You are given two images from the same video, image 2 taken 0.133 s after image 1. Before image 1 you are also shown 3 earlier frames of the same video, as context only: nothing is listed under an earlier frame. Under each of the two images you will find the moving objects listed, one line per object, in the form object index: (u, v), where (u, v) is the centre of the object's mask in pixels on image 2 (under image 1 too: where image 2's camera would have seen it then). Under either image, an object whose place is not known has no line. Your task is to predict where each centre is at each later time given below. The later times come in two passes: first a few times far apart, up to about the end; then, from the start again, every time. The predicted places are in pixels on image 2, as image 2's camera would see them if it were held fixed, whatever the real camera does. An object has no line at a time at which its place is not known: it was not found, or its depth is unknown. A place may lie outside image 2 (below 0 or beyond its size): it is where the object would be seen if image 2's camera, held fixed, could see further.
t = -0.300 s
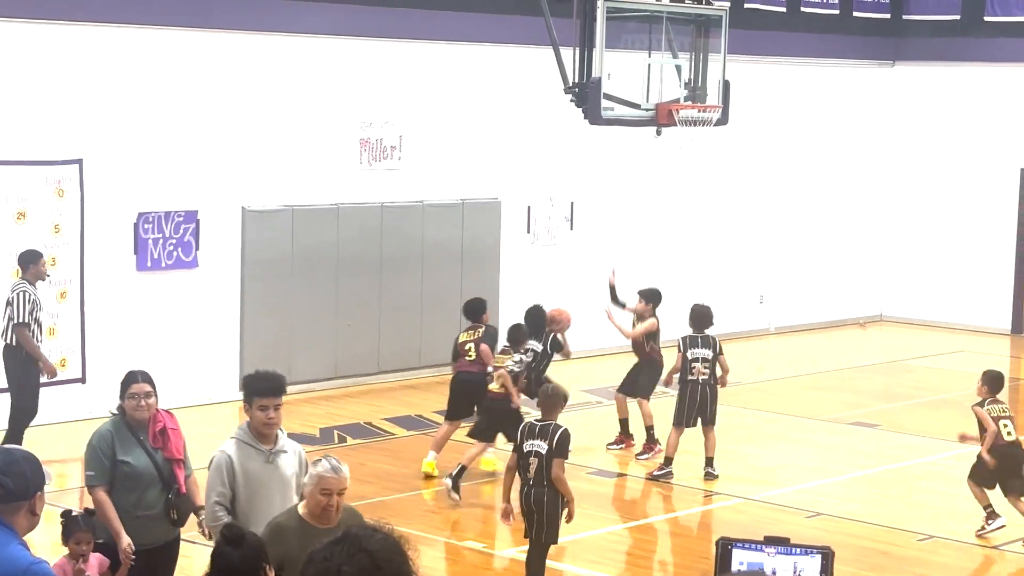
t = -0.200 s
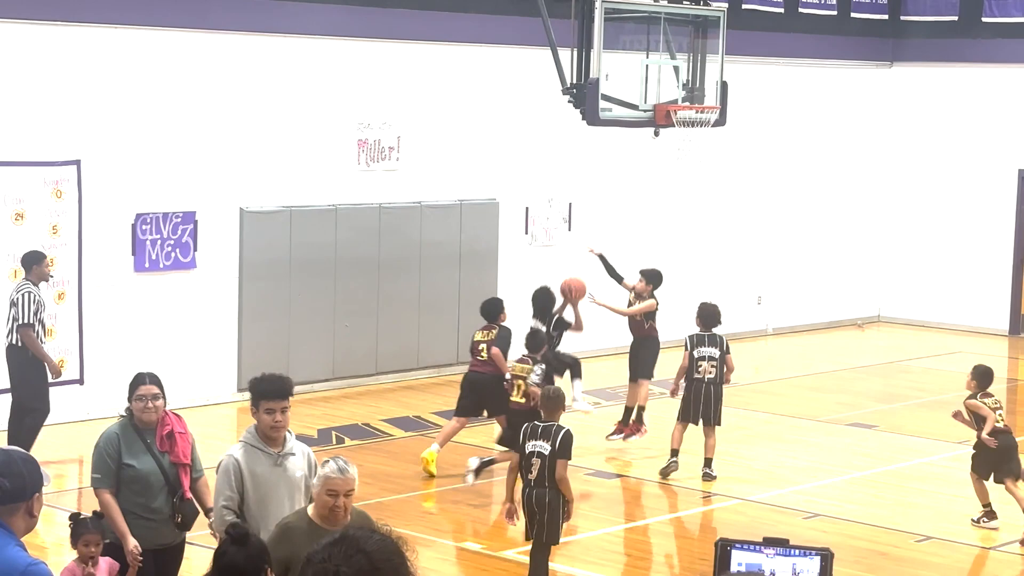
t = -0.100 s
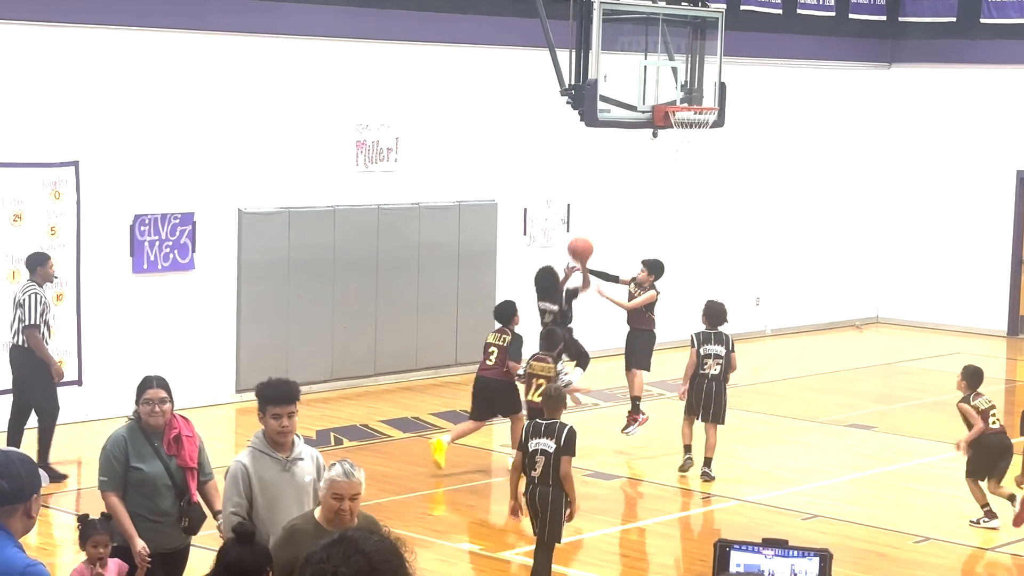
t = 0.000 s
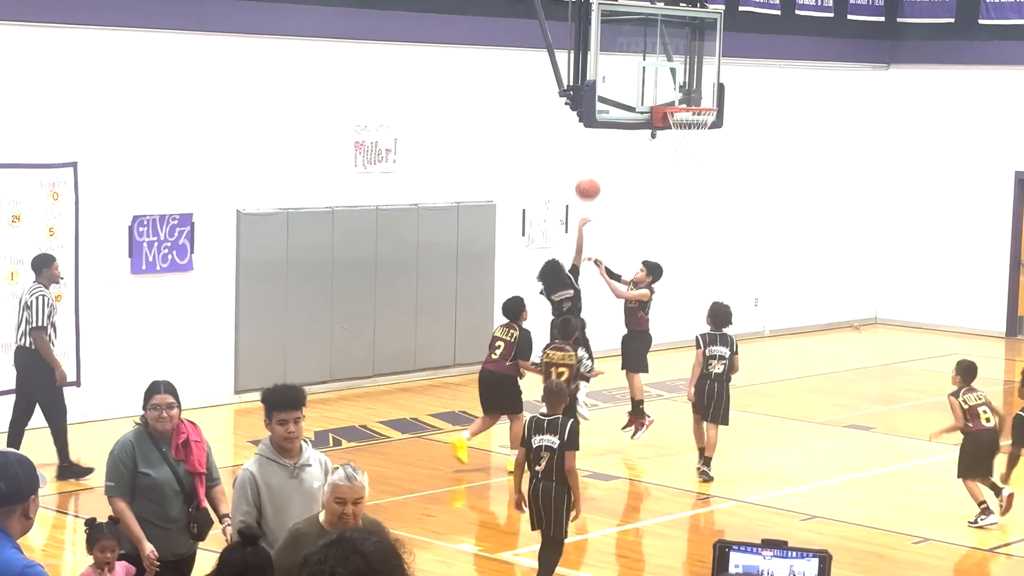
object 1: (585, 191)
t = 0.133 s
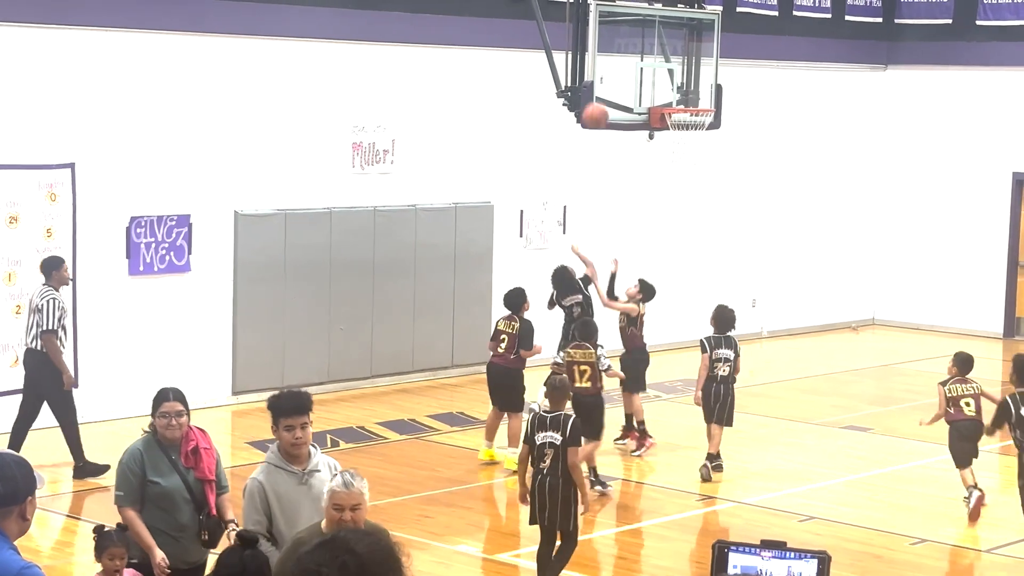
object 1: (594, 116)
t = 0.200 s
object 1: (600, 87)
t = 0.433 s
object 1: (616, 25)
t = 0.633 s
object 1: (630, 23)
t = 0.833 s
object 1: (645, 70)
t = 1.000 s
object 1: (645, 130)
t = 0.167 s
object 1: (597, 101)
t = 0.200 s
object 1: (600, 87)
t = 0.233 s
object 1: (602, 75)
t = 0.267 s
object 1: (605, 63)
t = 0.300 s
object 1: (608, 52)
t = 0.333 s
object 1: (610, 43)
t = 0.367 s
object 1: (612, 36)
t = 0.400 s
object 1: (614, 30)
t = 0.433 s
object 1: (616, 25)
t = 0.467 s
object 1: (618, 21)
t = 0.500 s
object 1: (620, 18)
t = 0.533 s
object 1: (622, 17)
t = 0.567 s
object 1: (624, 18)
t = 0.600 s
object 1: (627, 20)
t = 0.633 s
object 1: (630, 23)
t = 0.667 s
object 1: (633, 28)
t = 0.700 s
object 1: (635, 34)
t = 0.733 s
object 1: (638, 41)
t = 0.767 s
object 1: (640, 49)
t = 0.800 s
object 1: (642, 59)
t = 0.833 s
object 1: (645, 70)
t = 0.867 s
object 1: (647, 82)
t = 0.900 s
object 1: (649, 95)
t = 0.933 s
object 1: (652, 111)
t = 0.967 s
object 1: (649, 118)
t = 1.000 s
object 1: (645, 130)
